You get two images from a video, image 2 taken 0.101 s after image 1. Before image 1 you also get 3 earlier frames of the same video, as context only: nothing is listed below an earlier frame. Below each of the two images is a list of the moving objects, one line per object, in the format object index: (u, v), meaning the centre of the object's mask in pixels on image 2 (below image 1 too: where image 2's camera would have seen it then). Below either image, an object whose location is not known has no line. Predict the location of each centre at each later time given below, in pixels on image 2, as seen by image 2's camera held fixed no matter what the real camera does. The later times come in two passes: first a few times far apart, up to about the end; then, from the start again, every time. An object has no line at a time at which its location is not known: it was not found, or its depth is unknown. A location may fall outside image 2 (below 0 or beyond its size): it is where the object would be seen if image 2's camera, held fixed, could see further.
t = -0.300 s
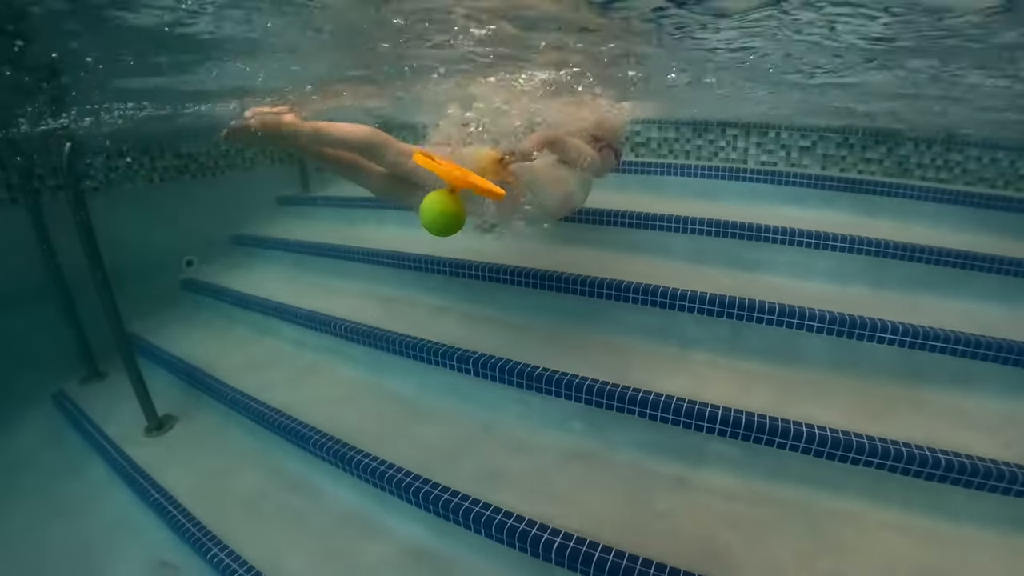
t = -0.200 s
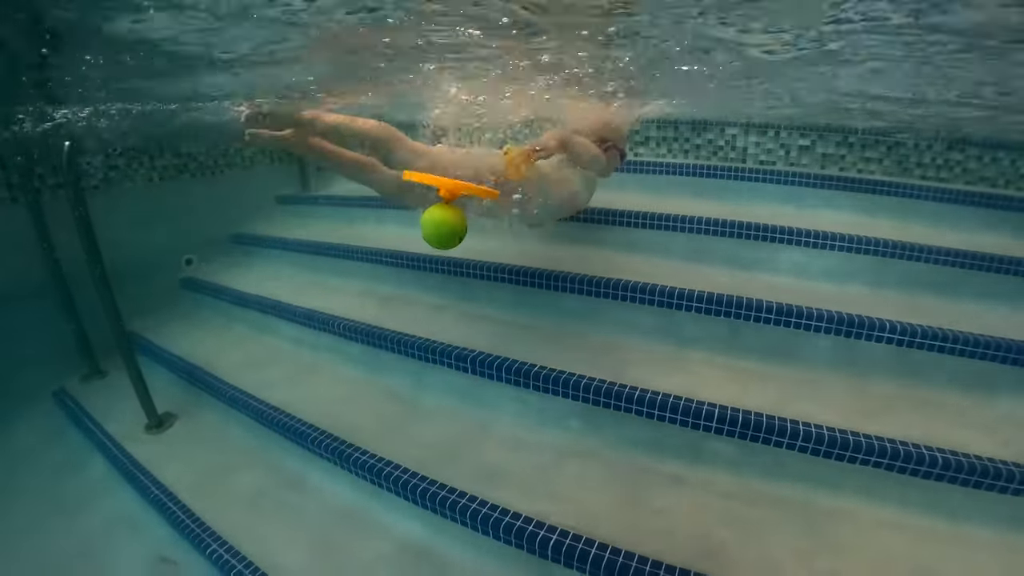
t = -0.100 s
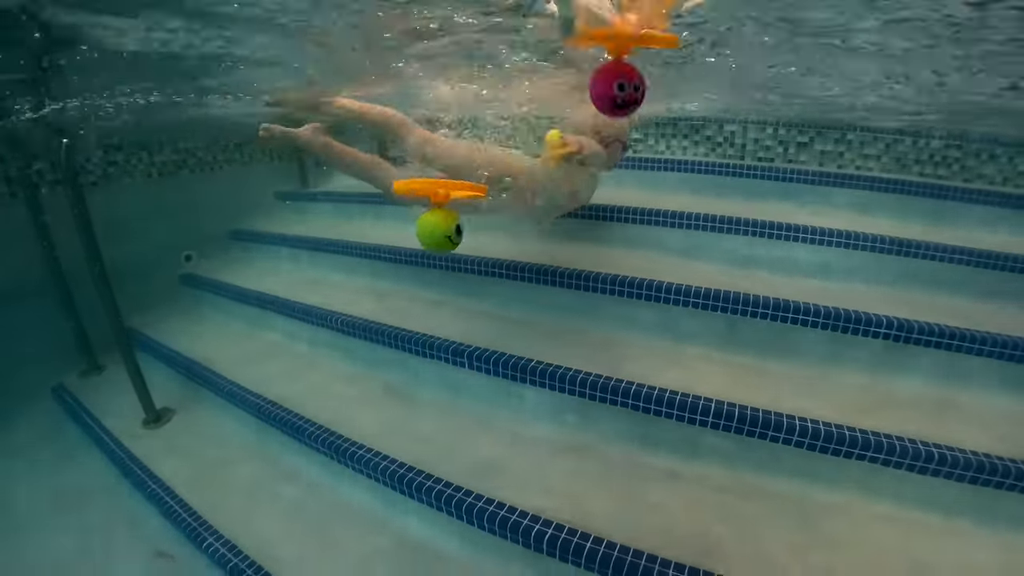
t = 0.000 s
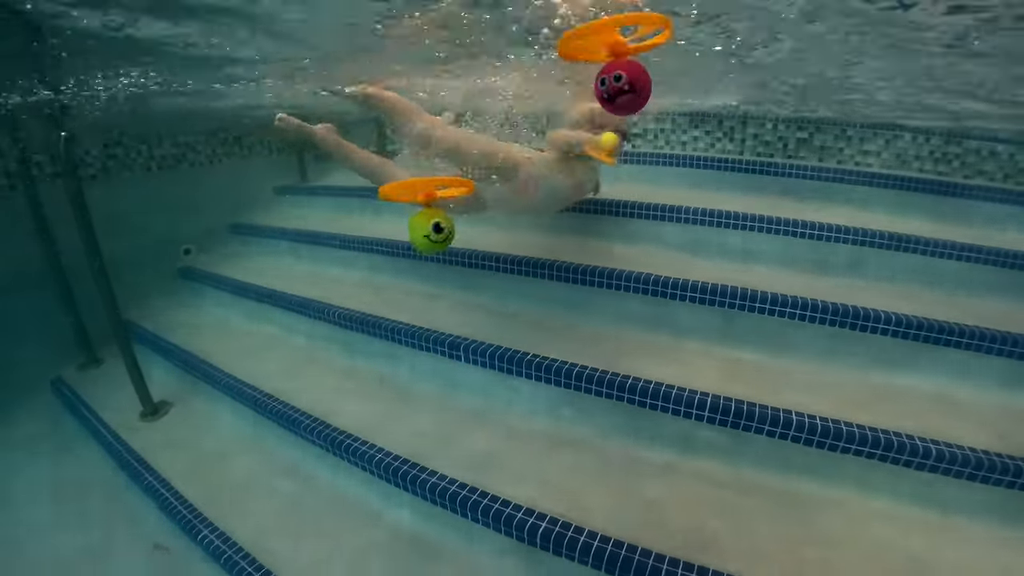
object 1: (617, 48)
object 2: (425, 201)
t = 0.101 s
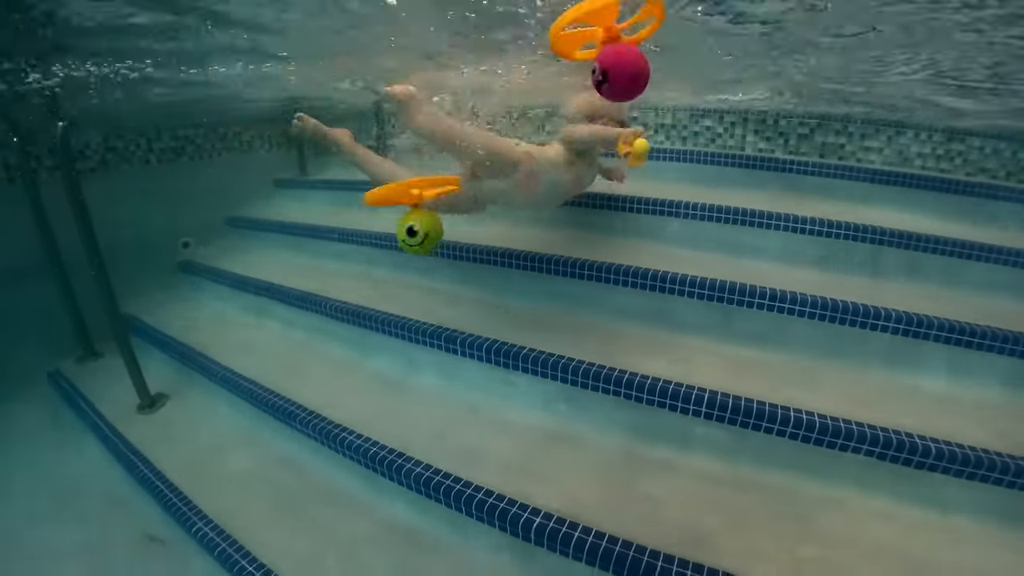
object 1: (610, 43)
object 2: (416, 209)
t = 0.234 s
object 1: (595, 57)
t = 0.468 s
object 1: (572, 72)
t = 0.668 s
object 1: (559, 91)
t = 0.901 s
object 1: (546, 147)
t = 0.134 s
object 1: (606, 46)
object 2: (413, 213)
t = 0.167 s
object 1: (603, 48)
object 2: (409, 219)
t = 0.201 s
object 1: (599, 53)
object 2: (407, 225)
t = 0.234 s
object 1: (595, 57)
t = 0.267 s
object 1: (591, 62)
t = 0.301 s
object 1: (589, 67)
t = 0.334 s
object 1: (585, 69)
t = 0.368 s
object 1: (581, 71)
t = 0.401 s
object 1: (578, 72)
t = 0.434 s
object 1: (574, 72)
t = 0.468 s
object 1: (572, 72)
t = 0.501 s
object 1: (569, 73)
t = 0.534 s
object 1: (567, 75)
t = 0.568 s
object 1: (565, 77)
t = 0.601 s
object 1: (564, 81)
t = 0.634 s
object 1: (561, 84)
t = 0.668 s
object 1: (559, 91)
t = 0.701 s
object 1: (555, 97)
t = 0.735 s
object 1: (552, 105)
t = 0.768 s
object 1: (551, 114)
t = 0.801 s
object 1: (549, 123)
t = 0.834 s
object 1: (547, 131)
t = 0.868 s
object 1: (547, 139)
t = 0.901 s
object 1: (546, 147)
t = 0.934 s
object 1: (545, 155)
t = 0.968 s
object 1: (544, 163)
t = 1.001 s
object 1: (541, 170)
